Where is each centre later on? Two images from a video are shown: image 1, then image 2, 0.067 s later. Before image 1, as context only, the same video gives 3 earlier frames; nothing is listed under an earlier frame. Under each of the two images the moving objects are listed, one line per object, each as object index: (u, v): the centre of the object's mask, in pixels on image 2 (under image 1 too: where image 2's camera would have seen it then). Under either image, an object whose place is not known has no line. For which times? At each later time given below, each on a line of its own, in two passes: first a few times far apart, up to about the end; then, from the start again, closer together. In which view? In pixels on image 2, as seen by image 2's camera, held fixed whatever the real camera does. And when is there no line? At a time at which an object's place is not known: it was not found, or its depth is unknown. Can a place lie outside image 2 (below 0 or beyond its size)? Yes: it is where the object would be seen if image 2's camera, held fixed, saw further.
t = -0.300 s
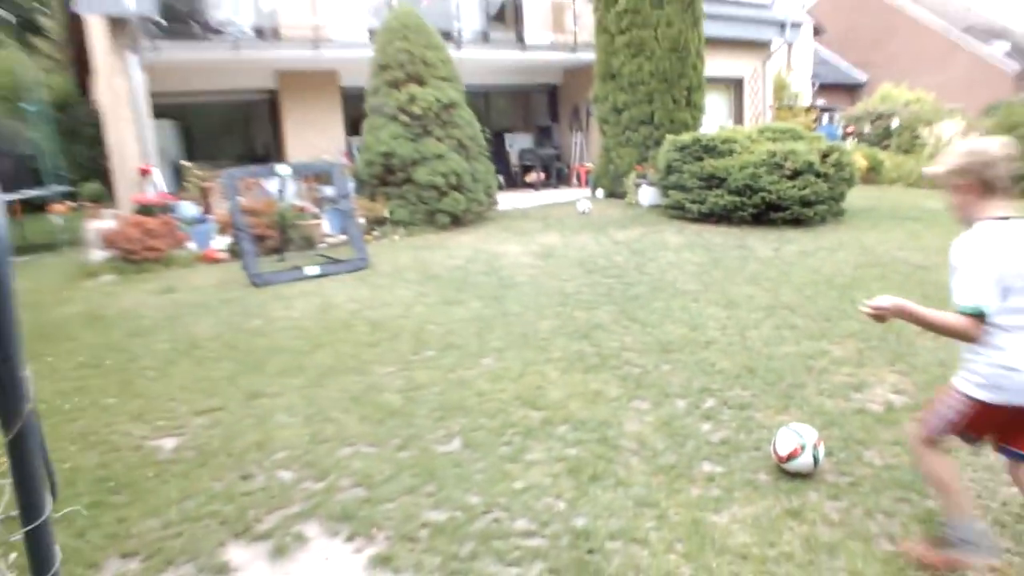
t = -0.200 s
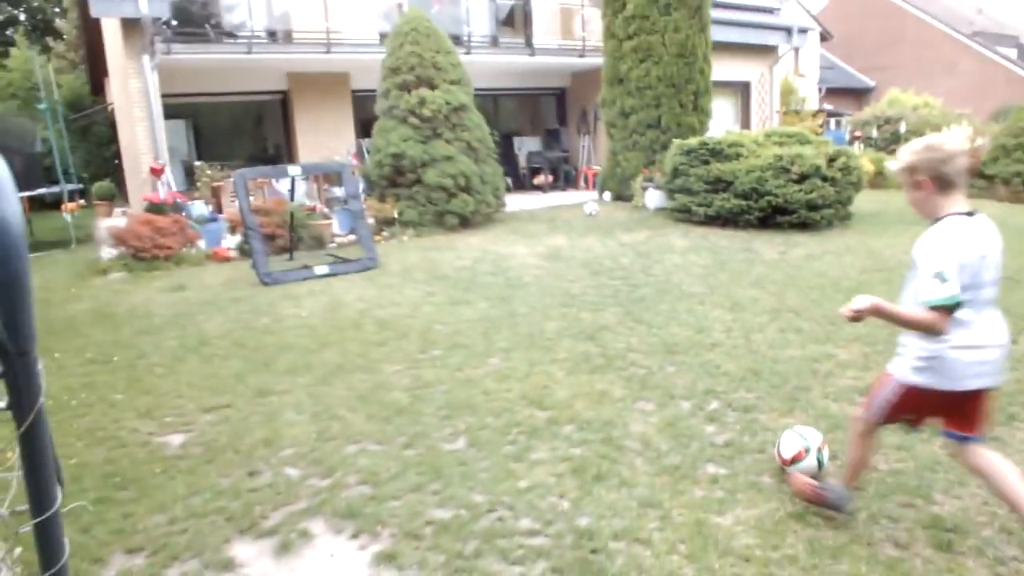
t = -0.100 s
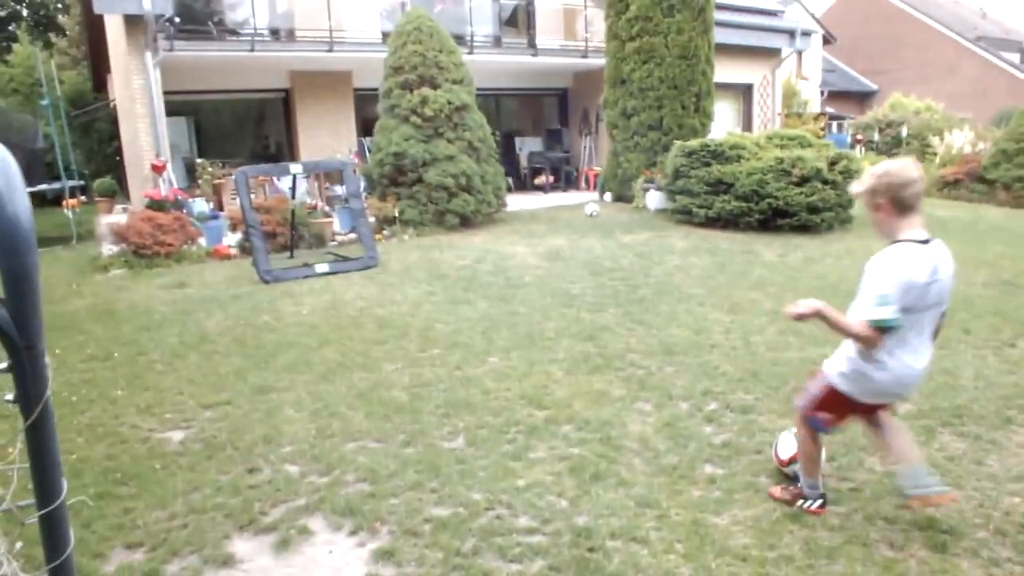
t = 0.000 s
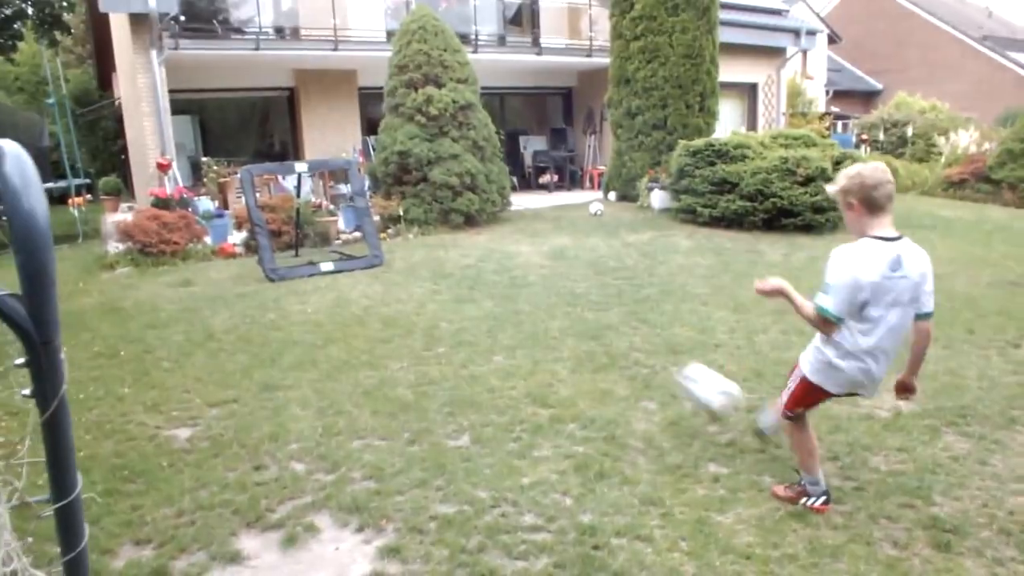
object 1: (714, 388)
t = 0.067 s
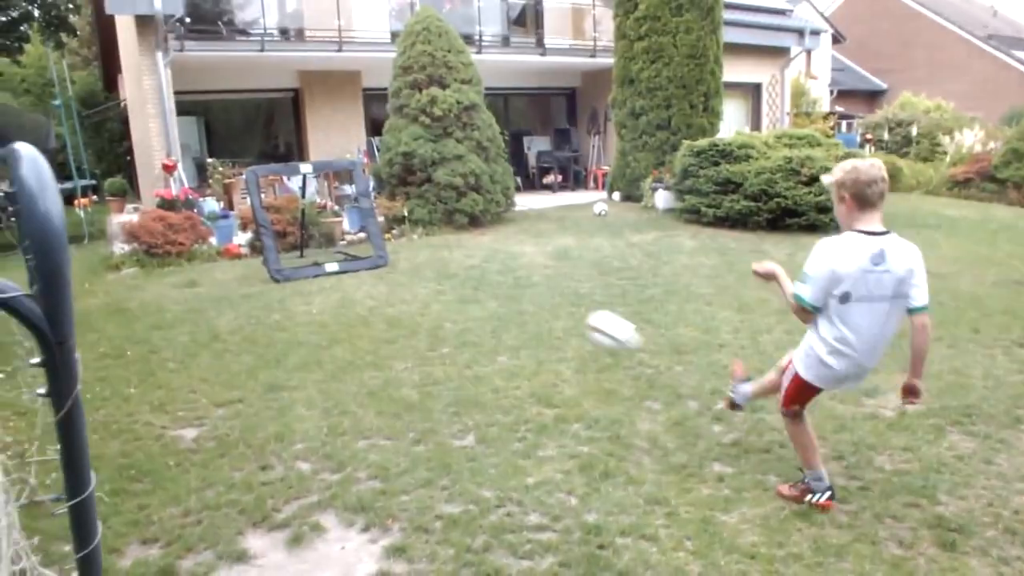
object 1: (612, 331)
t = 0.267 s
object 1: (426, 253)
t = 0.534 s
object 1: (347, 203)
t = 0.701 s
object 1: (367, 127)
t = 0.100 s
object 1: (570, 309)
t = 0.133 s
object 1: (532, 292)
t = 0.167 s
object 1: (499, 278)
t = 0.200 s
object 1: (472, 268)
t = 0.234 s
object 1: (446, 260)
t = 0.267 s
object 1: (426, 253)
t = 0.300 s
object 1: (407, 248)
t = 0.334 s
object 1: (388, 245)
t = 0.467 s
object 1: (341, 236)
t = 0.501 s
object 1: (343, 222)
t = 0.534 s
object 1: (347, 203)
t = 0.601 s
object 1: (356, 169)
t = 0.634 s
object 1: (361, 158)
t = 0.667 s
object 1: (365, 146)
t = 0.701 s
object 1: (367, 127)
